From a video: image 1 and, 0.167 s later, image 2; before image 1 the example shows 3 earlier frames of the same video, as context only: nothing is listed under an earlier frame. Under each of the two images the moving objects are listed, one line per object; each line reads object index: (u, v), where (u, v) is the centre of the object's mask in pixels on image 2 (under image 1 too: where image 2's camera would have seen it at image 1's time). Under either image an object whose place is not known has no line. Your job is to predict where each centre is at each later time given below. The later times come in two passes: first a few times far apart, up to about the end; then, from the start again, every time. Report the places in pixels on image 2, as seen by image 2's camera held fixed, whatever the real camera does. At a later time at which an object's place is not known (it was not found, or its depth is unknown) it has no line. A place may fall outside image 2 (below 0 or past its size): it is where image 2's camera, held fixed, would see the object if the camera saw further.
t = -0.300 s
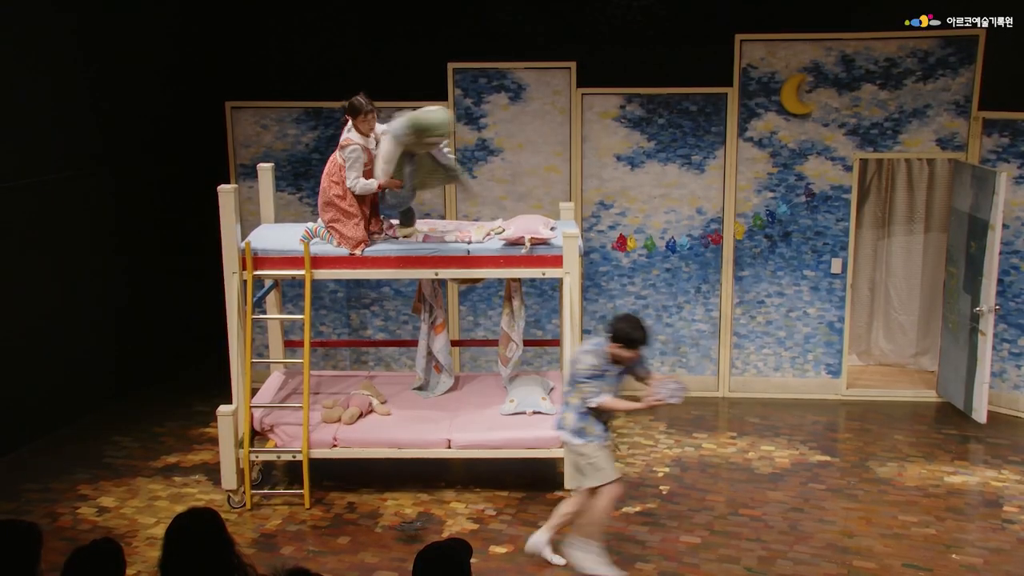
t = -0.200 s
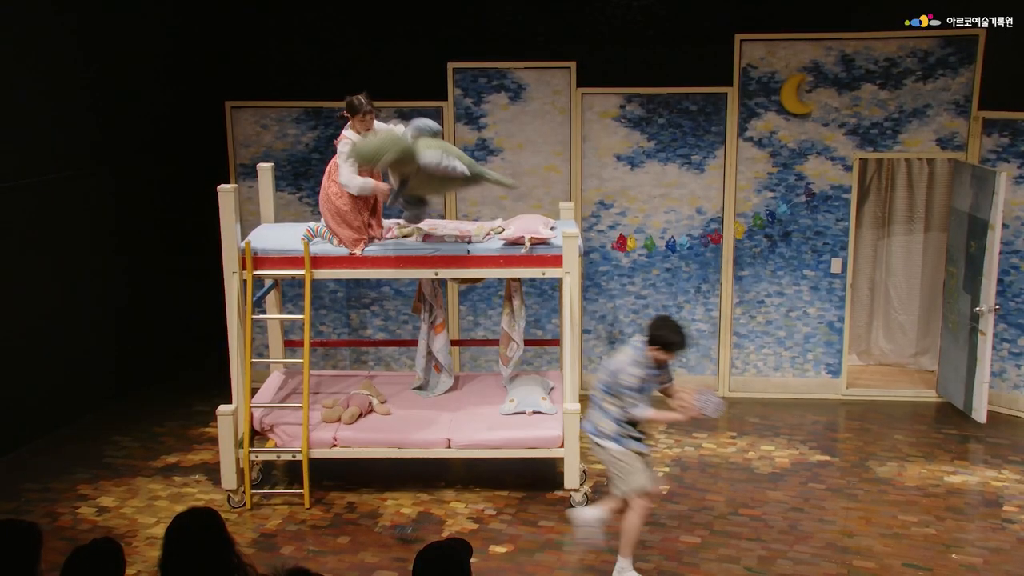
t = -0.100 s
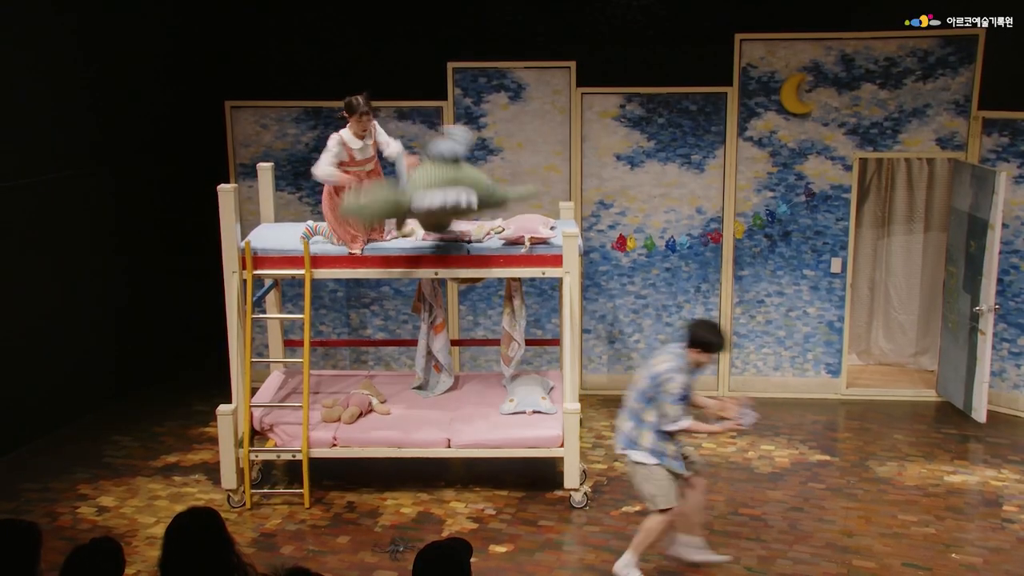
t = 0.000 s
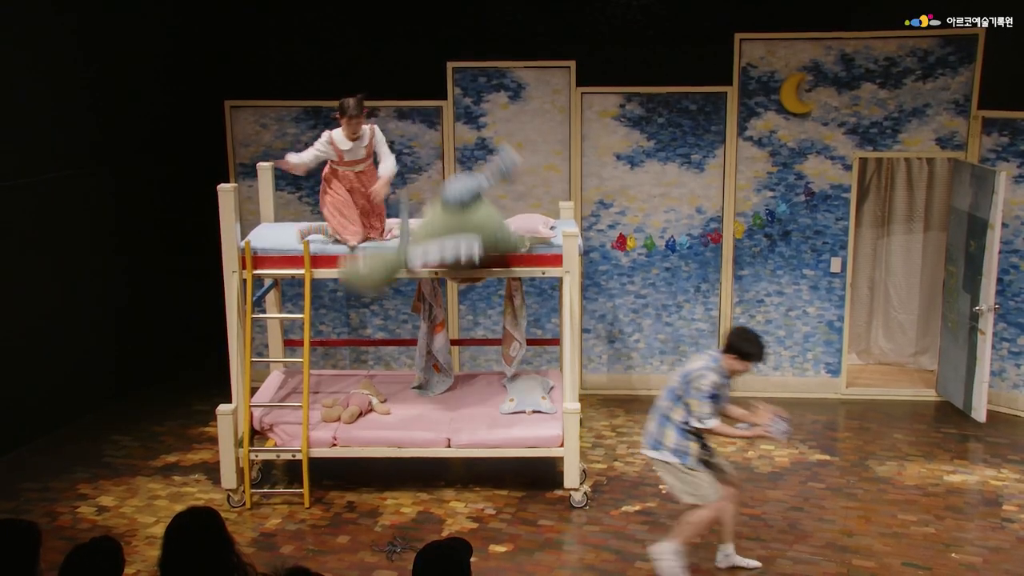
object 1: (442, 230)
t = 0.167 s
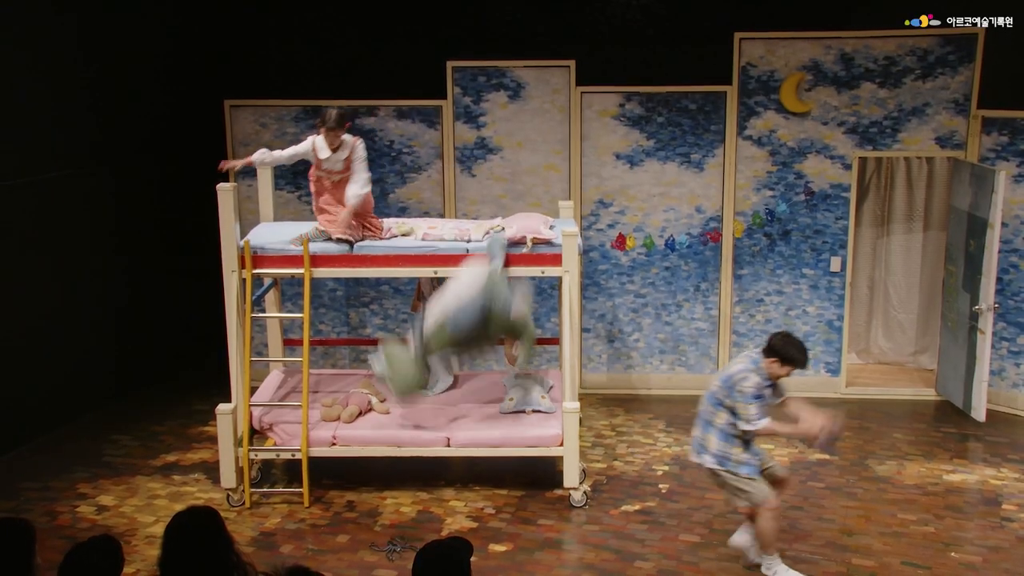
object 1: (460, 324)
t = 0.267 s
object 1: (472, 382)
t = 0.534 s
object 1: (492, 509)
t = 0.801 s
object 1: (498, 519)
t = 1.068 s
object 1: (484, 534)
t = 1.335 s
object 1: (500, 549)
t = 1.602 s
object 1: (500, 547)
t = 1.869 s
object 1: (501, 552)
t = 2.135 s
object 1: (501, 554)
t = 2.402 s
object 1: (502, 557)
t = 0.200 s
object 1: (463, 342)
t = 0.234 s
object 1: (468, 362)
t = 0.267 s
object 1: (472, 382)
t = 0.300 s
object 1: (474, 405)
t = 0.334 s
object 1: (473, 431)
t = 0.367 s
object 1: (478, 459)
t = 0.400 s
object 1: (483, 486)
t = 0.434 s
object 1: (487, 499)
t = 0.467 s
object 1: (483, 511)
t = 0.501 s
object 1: (488, 511)
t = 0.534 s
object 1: (492, 509)
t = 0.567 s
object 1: (494, 508)
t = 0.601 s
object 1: (497, 508)
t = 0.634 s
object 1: (498, 508)
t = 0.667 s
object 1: (499, 509)
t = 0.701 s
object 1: (498, 511)
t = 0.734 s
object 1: (498, 514)
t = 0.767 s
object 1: (499, 516)
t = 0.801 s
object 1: (498, 519)
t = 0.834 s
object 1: (498, 521)
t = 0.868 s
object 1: (495, 522)
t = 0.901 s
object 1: (493, 523)
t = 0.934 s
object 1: (491, 525)
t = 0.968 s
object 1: (490, 527)
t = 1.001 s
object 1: (488, 529)
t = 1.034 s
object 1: (486, 532)
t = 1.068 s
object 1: (484, 534)
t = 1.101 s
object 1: (480, 536)
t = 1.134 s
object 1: (474, 538)
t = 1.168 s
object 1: (471, 540)
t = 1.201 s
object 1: (471, 540)
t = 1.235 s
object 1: (470, 540)
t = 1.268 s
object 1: (471, 551)
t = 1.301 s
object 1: (469, 554)
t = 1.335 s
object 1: (500, 549)
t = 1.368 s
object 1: (499, 552)
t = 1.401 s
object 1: (497, 552)
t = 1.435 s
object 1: (496, 551)
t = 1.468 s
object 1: (495, 551)
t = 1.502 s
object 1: (496, 550)
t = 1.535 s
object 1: (498, 549)
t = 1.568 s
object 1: (499, 548)
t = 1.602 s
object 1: (500, 547)
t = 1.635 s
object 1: (500, 547)
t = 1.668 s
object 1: (501, 547)
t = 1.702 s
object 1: (502, 547)
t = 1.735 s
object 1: (502, 548)
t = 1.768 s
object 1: (502, 548)
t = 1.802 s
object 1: (502, 549)
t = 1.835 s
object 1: (502, 551)
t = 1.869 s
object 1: (501, 552)
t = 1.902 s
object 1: (501, 553)
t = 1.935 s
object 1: (501, 553)
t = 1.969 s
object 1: (502, 553)
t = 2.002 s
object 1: (502, 553)
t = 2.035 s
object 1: (502, 553)
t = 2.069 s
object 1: (502, 553)
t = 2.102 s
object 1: (502, 553)
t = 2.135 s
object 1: (501, 554)
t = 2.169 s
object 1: (501, 555)
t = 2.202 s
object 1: (501, 555)
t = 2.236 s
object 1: (501, 555)
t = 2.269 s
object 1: (502, 556)
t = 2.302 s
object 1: (501, 555)
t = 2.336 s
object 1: (502, 556)
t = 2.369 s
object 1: (501, 556)
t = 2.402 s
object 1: (502, 557)
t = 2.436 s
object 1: (502, 557)
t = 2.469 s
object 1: (502, 557)
